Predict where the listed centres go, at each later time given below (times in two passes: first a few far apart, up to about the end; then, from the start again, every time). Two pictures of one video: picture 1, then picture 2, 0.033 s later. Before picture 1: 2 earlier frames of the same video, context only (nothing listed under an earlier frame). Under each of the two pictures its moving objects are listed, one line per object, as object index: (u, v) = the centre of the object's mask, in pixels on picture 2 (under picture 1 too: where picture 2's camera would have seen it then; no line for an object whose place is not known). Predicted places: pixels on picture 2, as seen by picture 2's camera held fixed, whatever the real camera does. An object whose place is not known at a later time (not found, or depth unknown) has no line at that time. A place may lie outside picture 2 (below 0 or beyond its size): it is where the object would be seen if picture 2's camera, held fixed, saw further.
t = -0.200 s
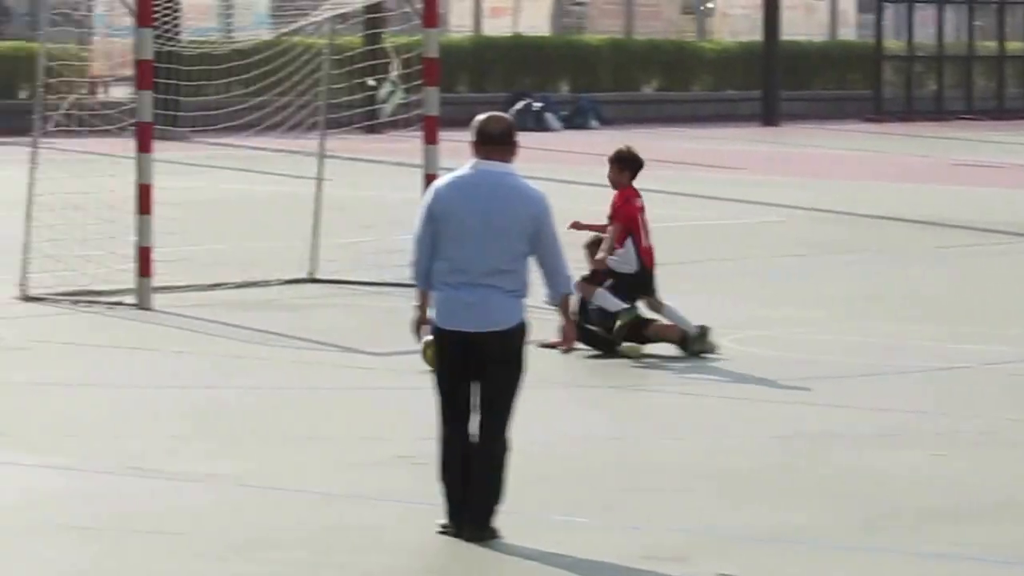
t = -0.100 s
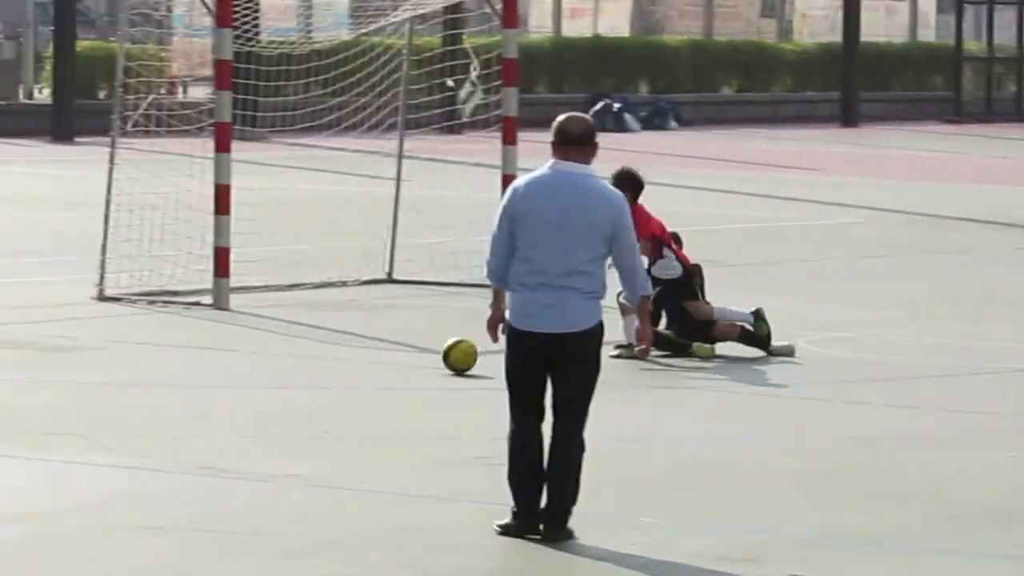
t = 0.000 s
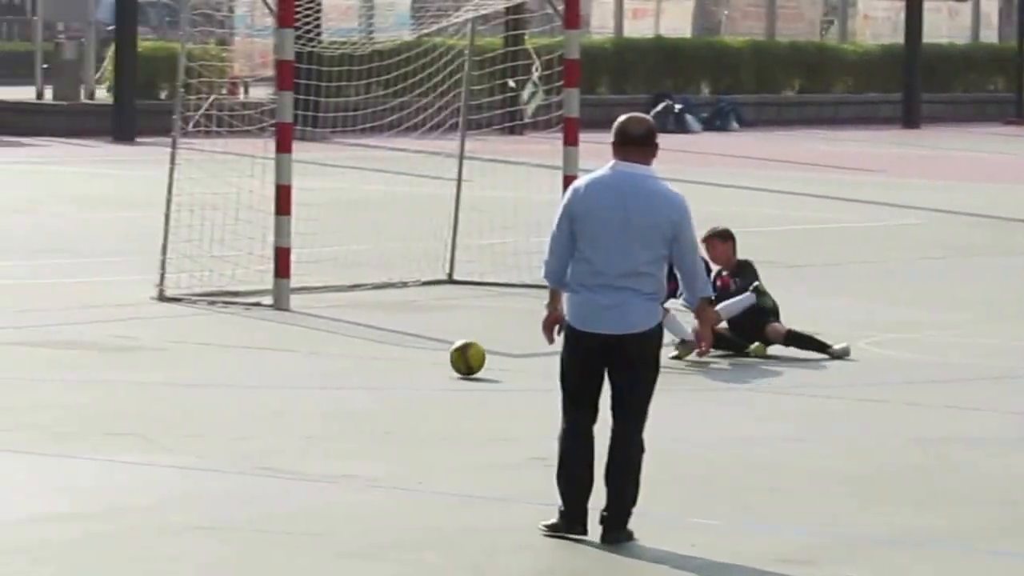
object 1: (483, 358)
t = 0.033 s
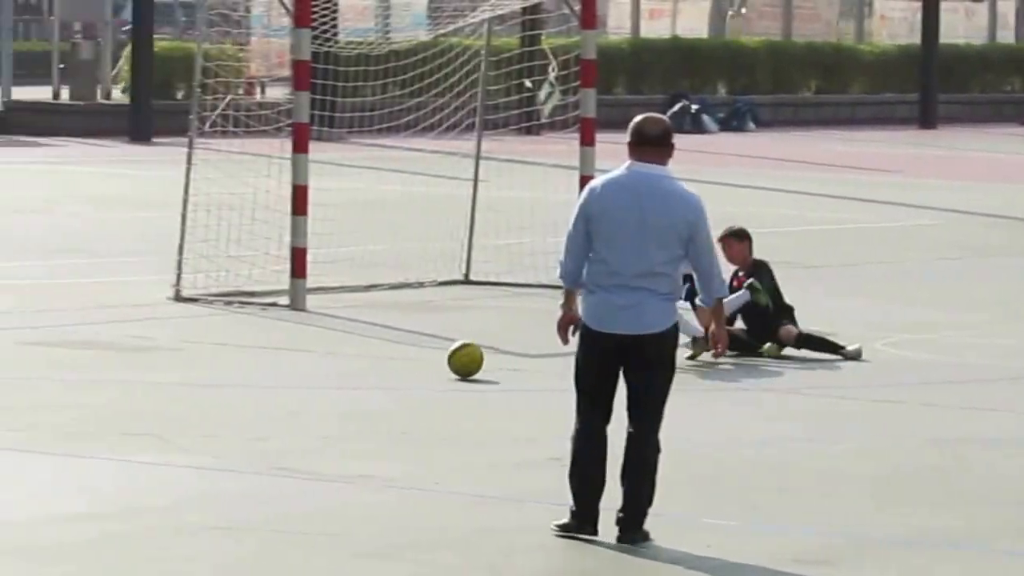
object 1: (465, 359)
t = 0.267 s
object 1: (335, 365)
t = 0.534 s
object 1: (184, 373)
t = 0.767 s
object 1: (49, 379)
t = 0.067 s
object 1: (447, 361)
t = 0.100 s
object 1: (429, 361)
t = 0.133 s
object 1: (410, 362)
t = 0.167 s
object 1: (392, 363)
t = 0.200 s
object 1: (373, 364)
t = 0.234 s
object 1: (355, 365)
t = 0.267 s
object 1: (335, 365)
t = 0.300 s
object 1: (317, 367)
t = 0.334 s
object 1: (298, 366)
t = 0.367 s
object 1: (279, 367)
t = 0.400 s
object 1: (260, 370)
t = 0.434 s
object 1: (241, 370)
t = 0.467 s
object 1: (222, 370)
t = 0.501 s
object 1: (203, 373)
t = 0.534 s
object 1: (184, 373)
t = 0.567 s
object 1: (165, 375)
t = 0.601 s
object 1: (146, 374)
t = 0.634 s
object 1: (126, 377)
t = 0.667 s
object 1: (107, 377)
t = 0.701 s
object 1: (87, 378)
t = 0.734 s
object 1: (69, 377)
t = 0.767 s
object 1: (49, 379)
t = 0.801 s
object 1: (29, 380)
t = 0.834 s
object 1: (10, 379)
